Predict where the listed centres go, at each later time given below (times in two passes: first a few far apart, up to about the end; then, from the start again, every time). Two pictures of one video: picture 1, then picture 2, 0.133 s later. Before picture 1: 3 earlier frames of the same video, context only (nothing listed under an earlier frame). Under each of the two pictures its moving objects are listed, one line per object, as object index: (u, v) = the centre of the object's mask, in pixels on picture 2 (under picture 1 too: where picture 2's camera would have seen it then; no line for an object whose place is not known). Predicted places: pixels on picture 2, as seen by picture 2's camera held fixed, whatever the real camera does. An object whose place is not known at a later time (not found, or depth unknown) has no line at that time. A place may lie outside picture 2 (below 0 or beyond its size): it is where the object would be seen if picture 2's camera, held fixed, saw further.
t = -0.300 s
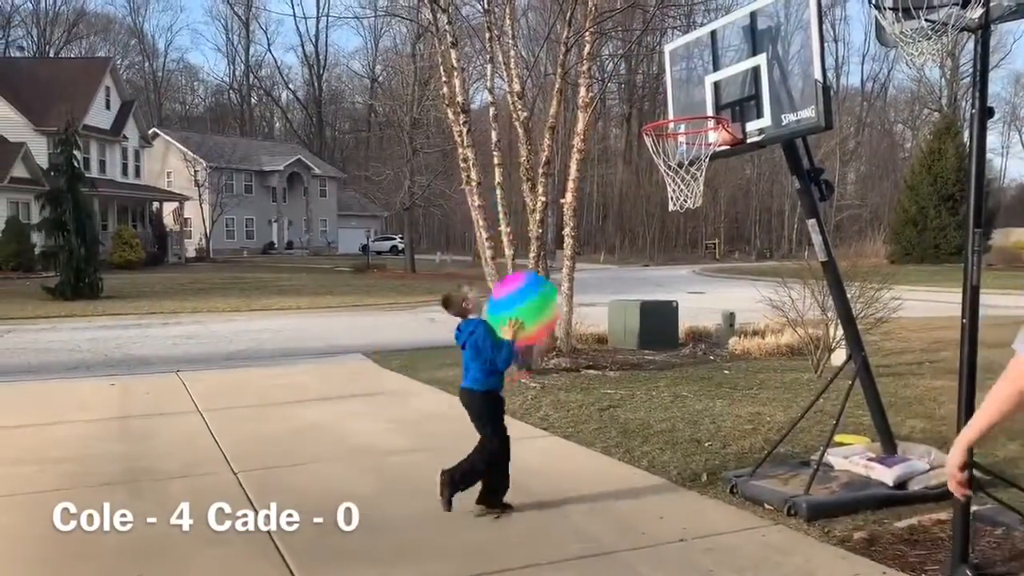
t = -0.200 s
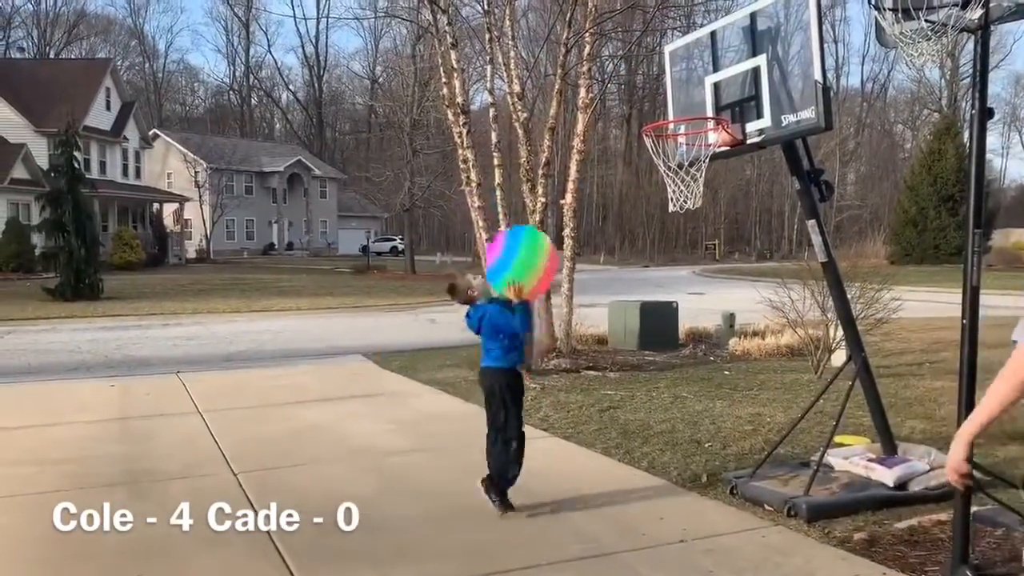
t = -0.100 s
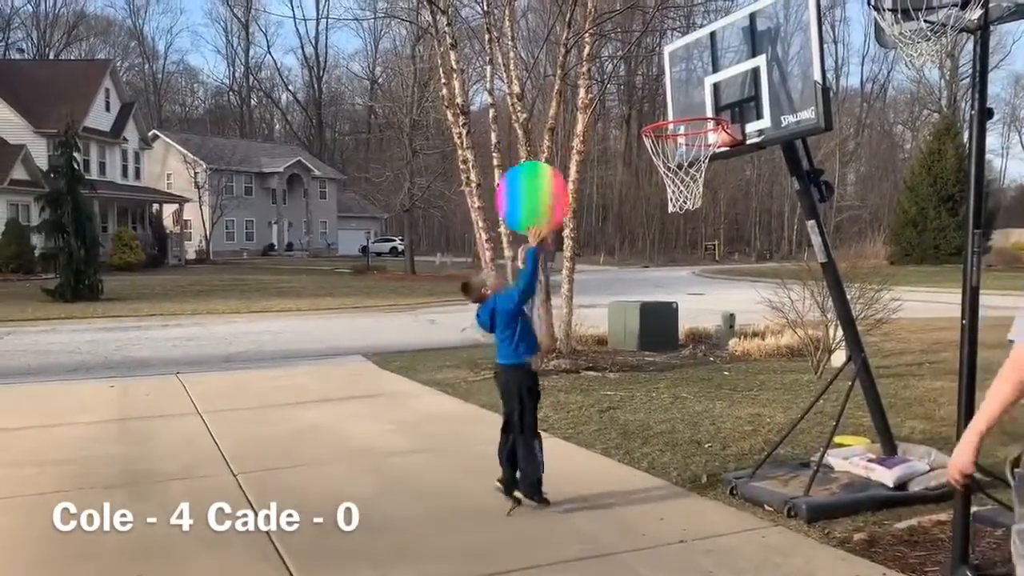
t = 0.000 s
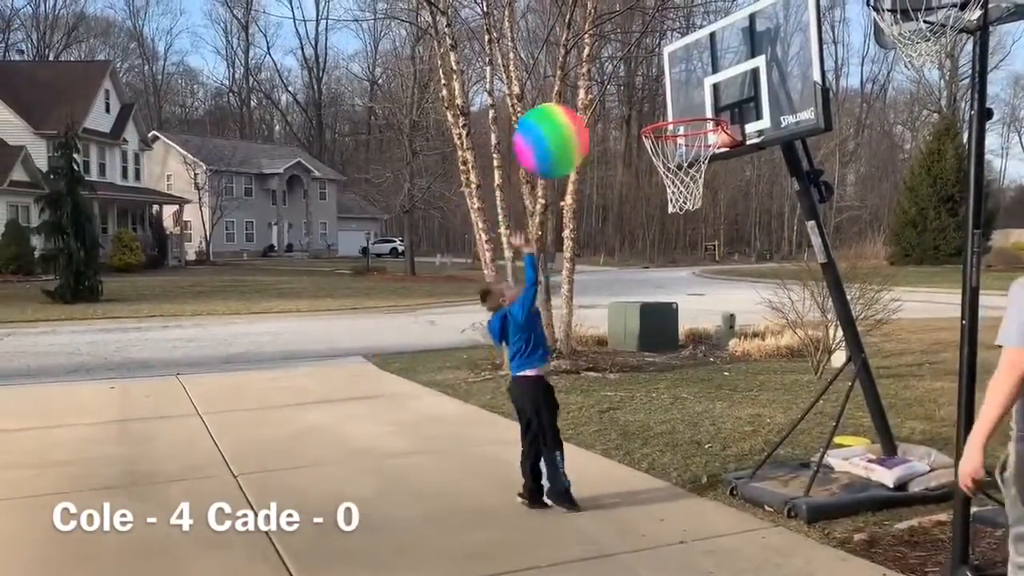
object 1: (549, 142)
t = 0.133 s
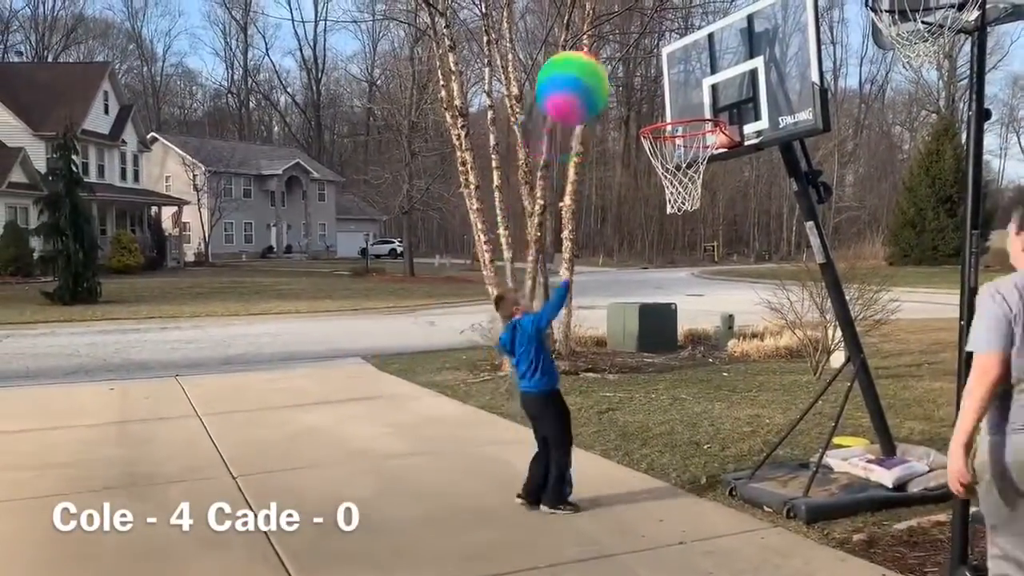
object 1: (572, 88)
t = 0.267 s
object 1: (592, 62)
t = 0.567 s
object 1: (637, 95)
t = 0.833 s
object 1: (633, 191)
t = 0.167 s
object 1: (577, 78)
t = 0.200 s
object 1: (583, 71)
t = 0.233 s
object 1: (588, 66)
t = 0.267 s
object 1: (592, 62)
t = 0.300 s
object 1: (598, 60)
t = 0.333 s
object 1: (602, 60)
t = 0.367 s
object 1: (607, 62)
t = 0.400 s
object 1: (613, 63)
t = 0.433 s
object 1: (617, 67)
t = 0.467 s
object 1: (622, 72)
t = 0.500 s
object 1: (627, 78)
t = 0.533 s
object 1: (631, 87)
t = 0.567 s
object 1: (637, 95)
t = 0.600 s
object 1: (641, 106)
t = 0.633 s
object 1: (642, 114)
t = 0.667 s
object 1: (648, 128)
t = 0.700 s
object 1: (651, 142)
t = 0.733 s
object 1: (654, 154)
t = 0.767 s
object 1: (647, 164)
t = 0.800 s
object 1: (640, 178)
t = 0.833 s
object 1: (633, 191)
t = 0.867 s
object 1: (628, 204)
